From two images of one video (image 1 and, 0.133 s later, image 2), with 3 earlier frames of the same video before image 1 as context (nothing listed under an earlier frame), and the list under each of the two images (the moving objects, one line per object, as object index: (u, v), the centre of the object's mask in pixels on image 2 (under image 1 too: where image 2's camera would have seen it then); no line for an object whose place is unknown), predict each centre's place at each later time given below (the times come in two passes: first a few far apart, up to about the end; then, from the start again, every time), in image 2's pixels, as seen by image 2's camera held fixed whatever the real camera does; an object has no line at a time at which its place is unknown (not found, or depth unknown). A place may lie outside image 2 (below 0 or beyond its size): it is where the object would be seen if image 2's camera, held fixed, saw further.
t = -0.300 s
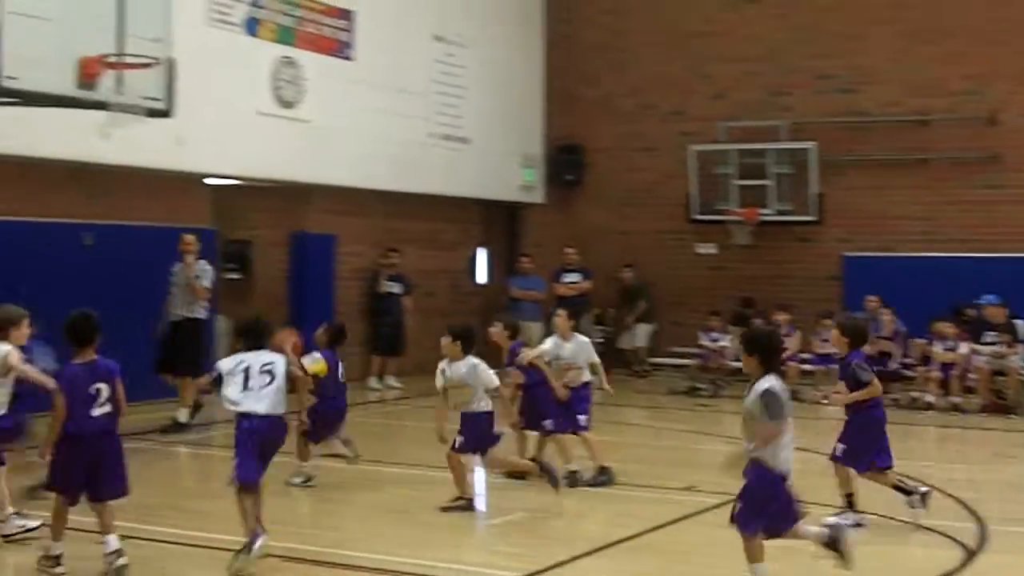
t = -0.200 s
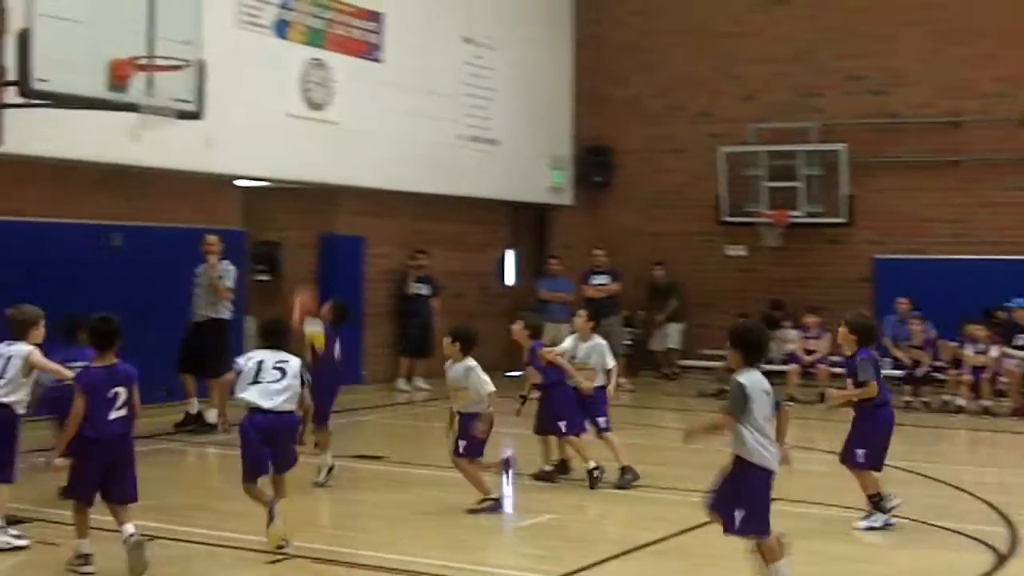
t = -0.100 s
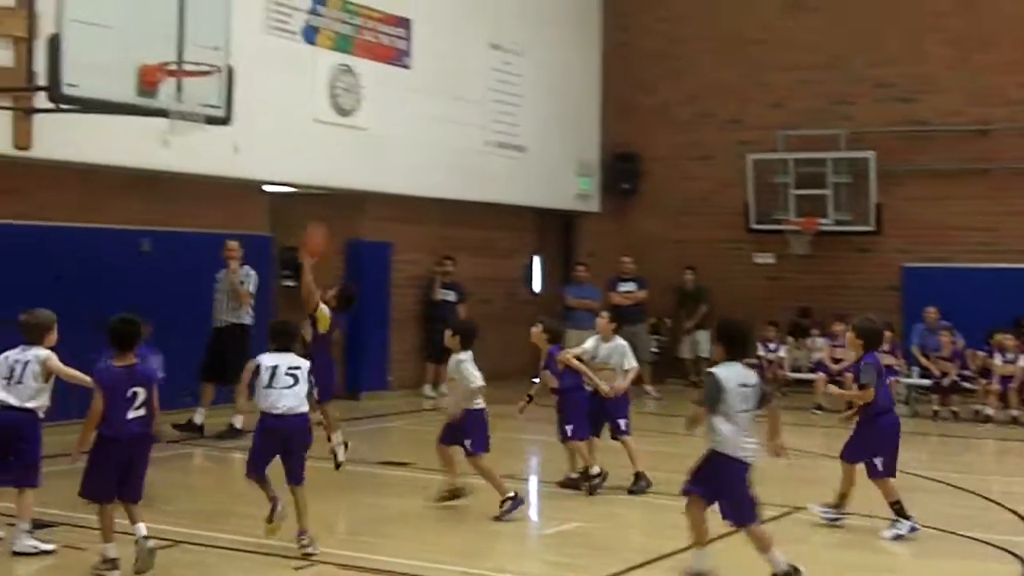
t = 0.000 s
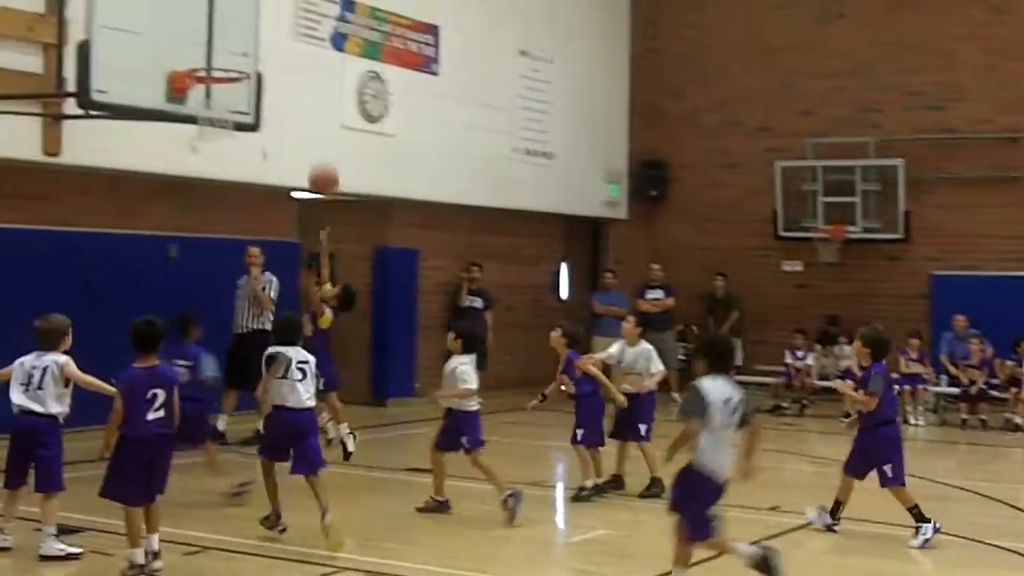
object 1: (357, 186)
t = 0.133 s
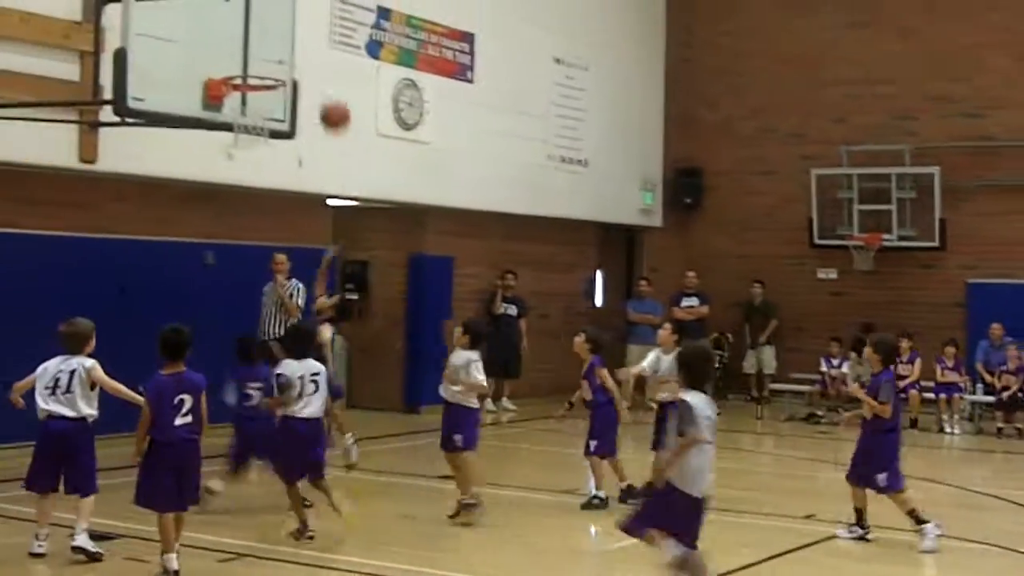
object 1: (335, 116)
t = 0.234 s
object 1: (317, 78)
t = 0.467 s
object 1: (275, 39)
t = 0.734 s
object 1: (235, 66)
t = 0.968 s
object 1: (249, 67)
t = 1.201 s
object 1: (257, 81)
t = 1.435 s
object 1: (263, 139)
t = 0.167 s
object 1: (329, 102)
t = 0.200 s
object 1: (323, 89)
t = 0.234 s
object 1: (317, 78)
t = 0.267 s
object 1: (311, 68)
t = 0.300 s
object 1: (305, 59)
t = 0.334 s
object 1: (299, 52)
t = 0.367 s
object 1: (293, 46)
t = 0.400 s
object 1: (287, 43)
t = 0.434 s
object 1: (281, 41)
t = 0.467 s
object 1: (275, 39)
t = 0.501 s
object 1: (269, 39)
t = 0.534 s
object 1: (262, 41)
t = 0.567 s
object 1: (257, 44)
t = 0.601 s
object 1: (250, 48)
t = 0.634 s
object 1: (244, 54)
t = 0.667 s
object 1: (238, 62)
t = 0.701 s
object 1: (233, 67)
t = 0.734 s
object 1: (235, 66)
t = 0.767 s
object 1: (237, 65)
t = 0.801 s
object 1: (240, 65)
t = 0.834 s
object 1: (243, 66)
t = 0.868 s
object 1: (245, 68)
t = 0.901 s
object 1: (246, 67)
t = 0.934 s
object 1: (248, 67)
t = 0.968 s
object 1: (249, 67)
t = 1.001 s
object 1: (250, 69)
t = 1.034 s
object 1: (252, 69)
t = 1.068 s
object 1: (253, 70)
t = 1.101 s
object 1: (254, 71)
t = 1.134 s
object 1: (255, 73)
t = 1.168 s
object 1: (256, 77)
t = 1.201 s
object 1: (257, 81)
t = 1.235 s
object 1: (258, 86)
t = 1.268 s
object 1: (259, 93)
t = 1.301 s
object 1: (259, 100)
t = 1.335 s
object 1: (262, 109)
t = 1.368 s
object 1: (262, 122)
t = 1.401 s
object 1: (263, 131)
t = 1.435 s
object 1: (263, 139)
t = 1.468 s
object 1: (262, 152)
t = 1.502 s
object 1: (261, 165)
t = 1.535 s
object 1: (261, 180)
